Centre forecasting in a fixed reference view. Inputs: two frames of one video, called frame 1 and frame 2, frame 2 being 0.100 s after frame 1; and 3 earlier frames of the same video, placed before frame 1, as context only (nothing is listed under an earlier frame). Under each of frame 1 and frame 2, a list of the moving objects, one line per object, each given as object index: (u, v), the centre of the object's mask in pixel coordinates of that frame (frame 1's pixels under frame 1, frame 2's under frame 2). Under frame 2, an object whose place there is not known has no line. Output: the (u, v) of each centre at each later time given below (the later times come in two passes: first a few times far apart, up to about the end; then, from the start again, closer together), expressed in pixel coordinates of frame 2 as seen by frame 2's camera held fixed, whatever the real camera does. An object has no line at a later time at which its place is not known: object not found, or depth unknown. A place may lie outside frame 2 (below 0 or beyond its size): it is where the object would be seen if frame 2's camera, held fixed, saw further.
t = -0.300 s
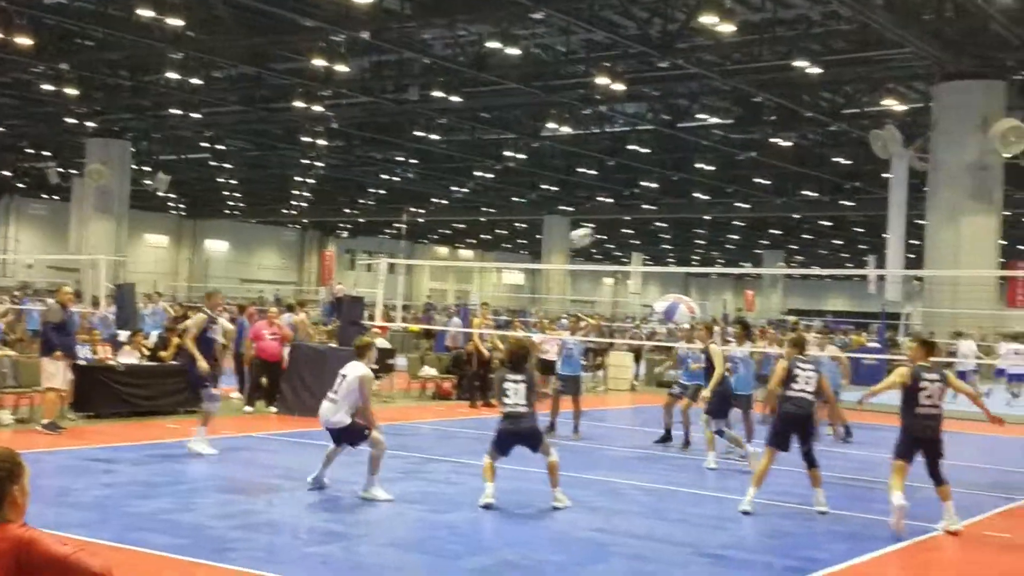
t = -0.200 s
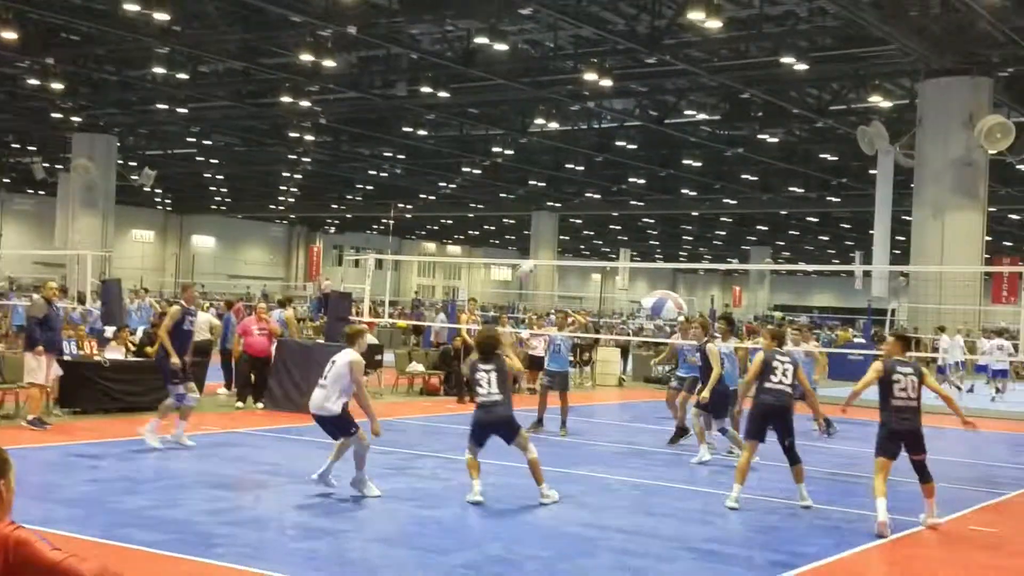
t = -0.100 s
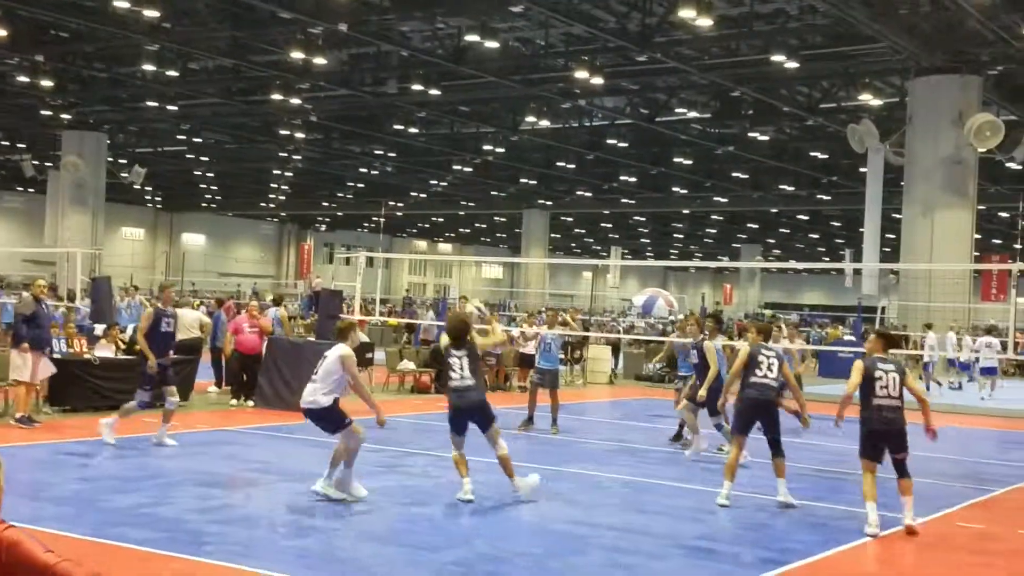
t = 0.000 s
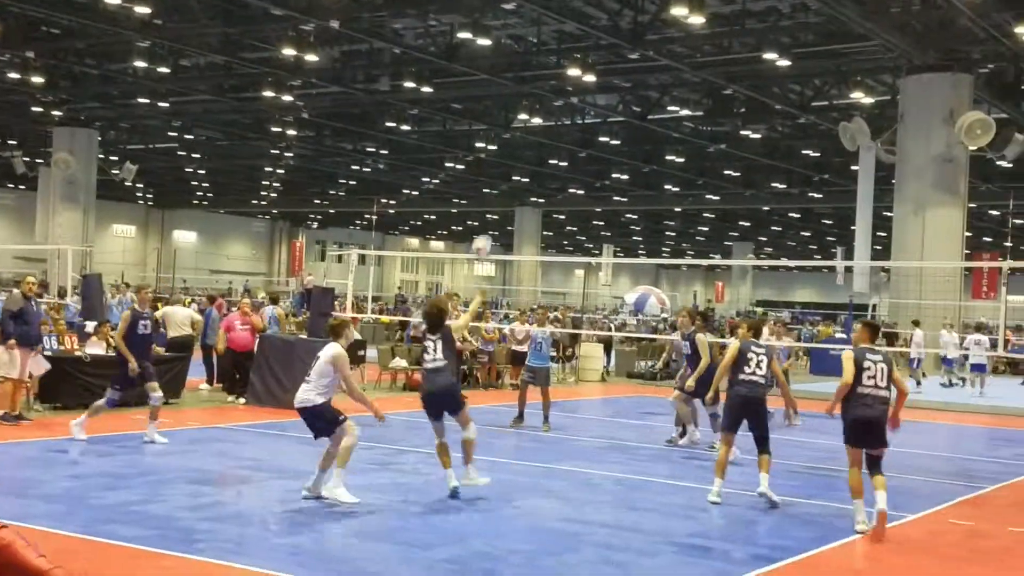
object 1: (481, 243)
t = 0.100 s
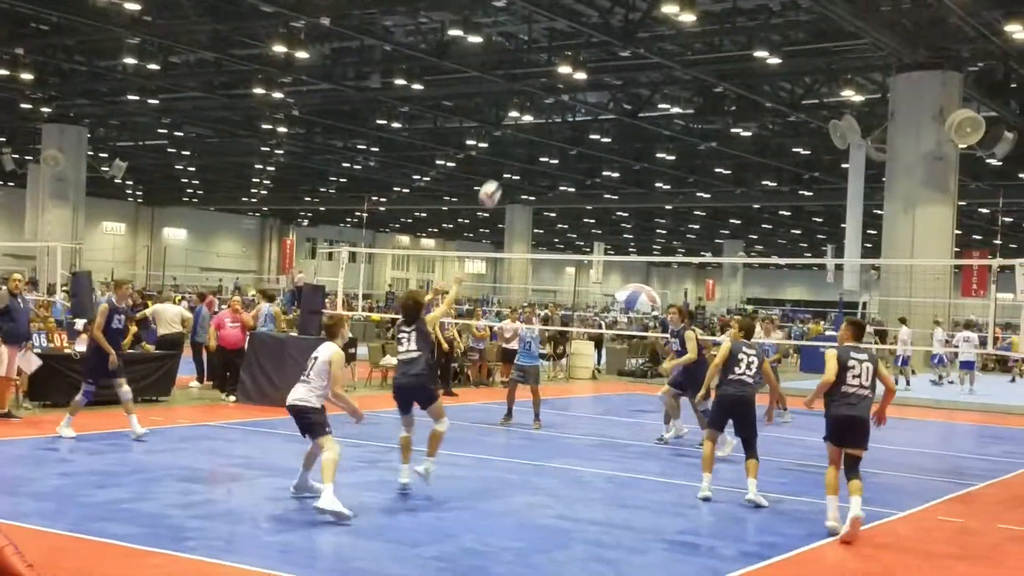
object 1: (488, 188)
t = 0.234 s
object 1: (507, 141)
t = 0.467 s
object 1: (540, 94)
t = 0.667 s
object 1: (563, 99)
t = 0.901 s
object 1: (586, 149)
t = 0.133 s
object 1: (494, 177)
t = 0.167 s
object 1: (500, 165)
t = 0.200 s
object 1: (505, 153)
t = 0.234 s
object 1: (507, 141)
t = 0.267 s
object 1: (514, 130)
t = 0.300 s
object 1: (517, 121)
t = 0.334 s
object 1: (525, 113)
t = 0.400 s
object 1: (533, 102)
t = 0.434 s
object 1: (537, 98)
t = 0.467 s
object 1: (540, 94)
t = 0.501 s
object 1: (545, 93)
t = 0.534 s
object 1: (549, 93)
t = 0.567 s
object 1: (553, 91)
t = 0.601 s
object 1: (556, 92)
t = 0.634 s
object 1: (559, 95)
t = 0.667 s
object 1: (563, 99)
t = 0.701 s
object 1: (568, 105)
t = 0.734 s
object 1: (571, 110)
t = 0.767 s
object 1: (574, 116)
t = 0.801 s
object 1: (576, 120)
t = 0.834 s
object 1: (579, 131)
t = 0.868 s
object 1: (581, 136)
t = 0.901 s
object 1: (586, 149)
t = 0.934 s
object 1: (589, 159)
